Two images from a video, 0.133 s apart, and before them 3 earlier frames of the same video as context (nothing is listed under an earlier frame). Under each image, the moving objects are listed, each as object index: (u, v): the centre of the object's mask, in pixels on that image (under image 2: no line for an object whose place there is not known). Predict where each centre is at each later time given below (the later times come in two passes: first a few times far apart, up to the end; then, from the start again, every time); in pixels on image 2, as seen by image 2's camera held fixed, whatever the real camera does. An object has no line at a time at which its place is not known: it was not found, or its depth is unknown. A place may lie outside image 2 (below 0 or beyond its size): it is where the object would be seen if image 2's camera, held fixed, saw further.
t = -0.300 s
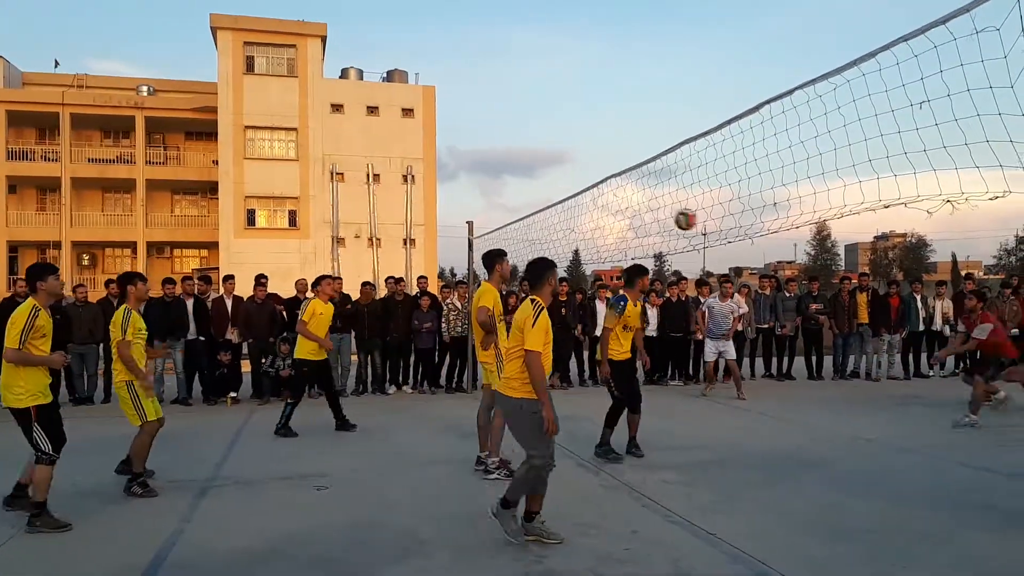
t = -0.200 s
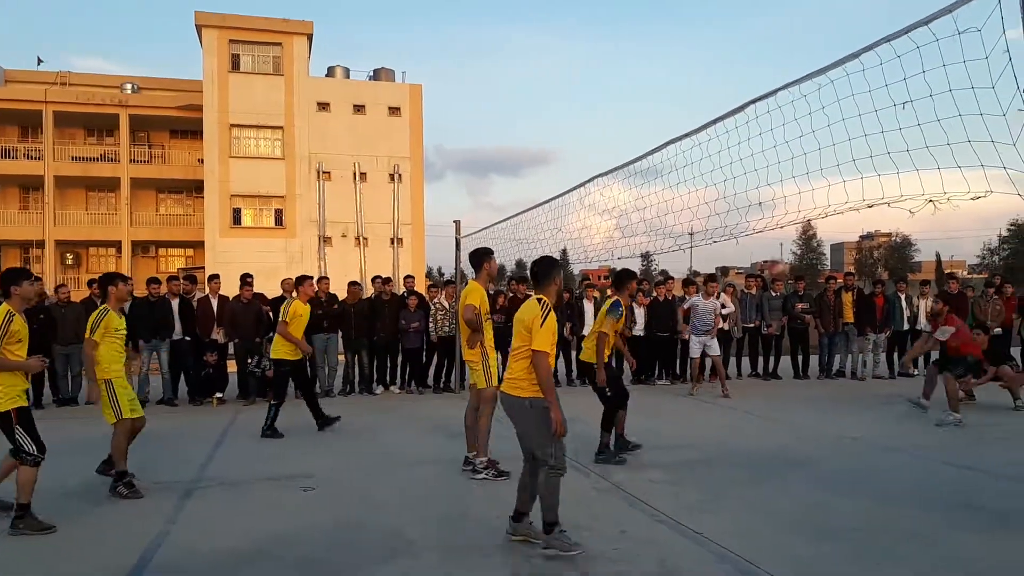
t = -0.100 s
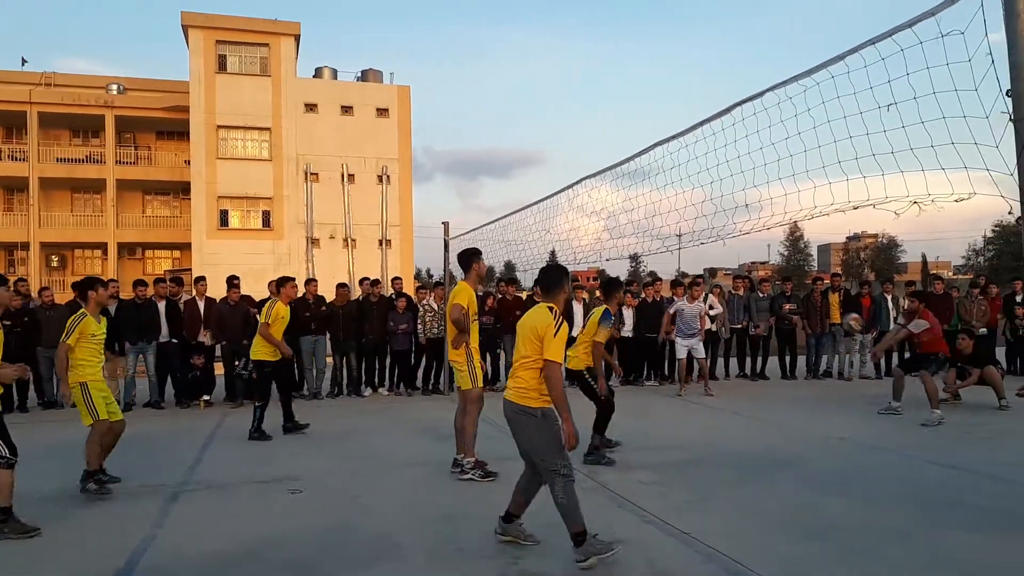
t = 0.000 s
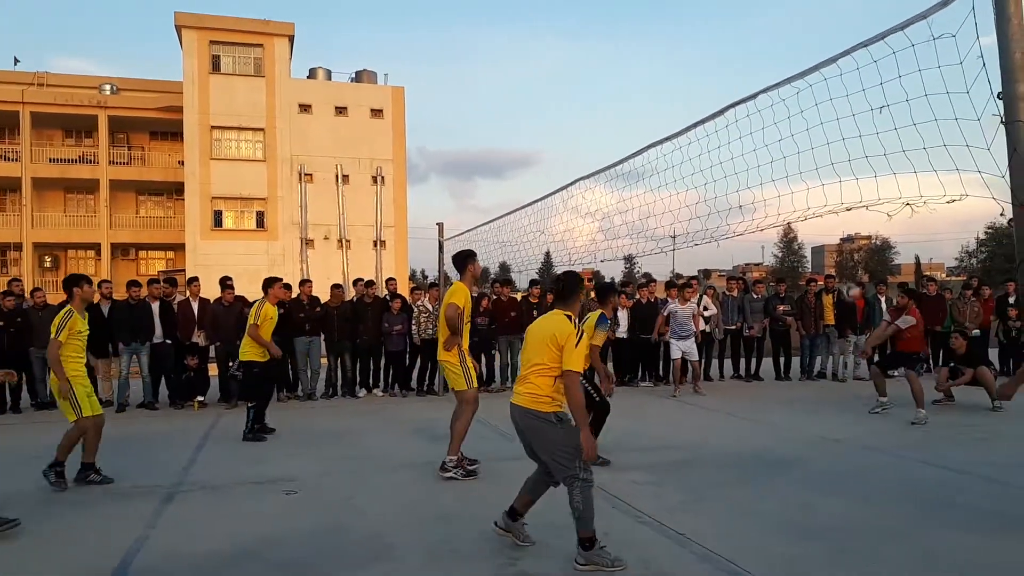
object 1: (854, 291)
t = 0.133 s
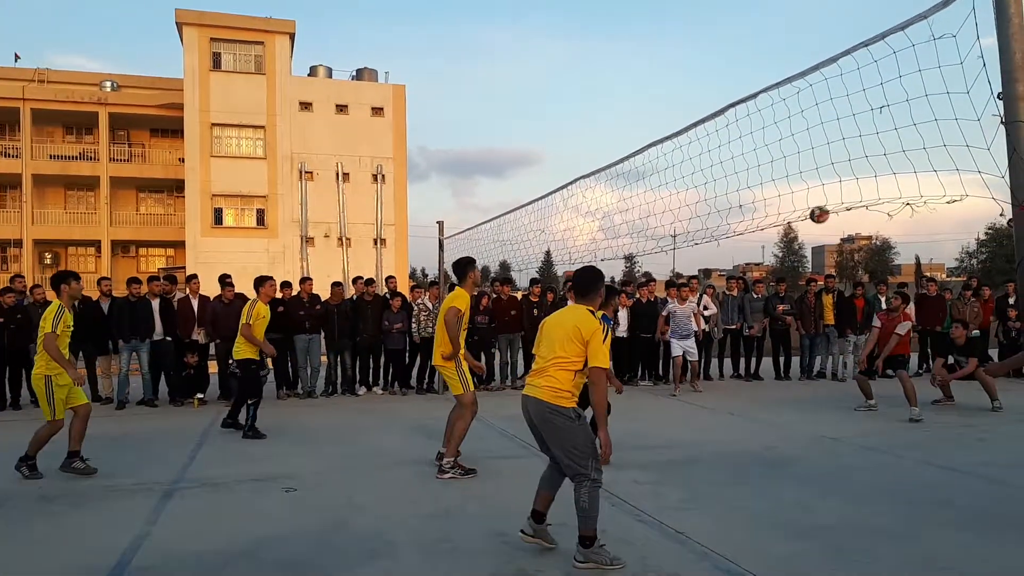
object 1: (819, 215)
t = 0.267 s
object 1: (789, 151)
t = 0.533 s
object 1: (731, 66)
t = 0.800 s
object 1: (676, 42)
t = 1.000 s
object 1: (634, 65)
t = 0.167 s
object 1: (812, 197)
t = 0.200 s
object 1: (805, 181)
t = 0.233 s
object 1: (797, 166)
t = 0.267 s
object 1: (789, 151)
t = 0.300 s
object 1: (782, 137)
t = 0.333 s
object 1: (775, 124)
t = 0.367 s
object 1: (767, 112)
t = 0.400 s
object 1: (760, 102)
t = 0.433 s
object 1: (753, 89)
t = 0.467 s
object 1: (746, 82)
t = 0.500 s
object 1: (739, 74)
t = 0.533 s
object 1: (731, 66)
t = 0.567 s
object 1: (724, 60)
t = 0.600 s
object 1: (717, 54)
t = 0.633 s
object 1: (711, 50)
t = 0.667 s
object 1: (703, 47)
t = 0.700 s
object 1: (696, 43)
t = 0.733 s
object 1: (690, 41)
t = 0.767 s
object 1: (683, 41)
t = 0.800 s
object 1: (676, 42)
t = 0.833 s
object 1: (667, 42)
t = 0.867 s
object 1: (661, 45)
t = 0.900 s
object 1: (655, 49)
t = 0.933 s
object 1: (648, 54)
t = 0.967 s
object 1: (640, 57)
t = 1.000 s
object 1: (634, 65)
